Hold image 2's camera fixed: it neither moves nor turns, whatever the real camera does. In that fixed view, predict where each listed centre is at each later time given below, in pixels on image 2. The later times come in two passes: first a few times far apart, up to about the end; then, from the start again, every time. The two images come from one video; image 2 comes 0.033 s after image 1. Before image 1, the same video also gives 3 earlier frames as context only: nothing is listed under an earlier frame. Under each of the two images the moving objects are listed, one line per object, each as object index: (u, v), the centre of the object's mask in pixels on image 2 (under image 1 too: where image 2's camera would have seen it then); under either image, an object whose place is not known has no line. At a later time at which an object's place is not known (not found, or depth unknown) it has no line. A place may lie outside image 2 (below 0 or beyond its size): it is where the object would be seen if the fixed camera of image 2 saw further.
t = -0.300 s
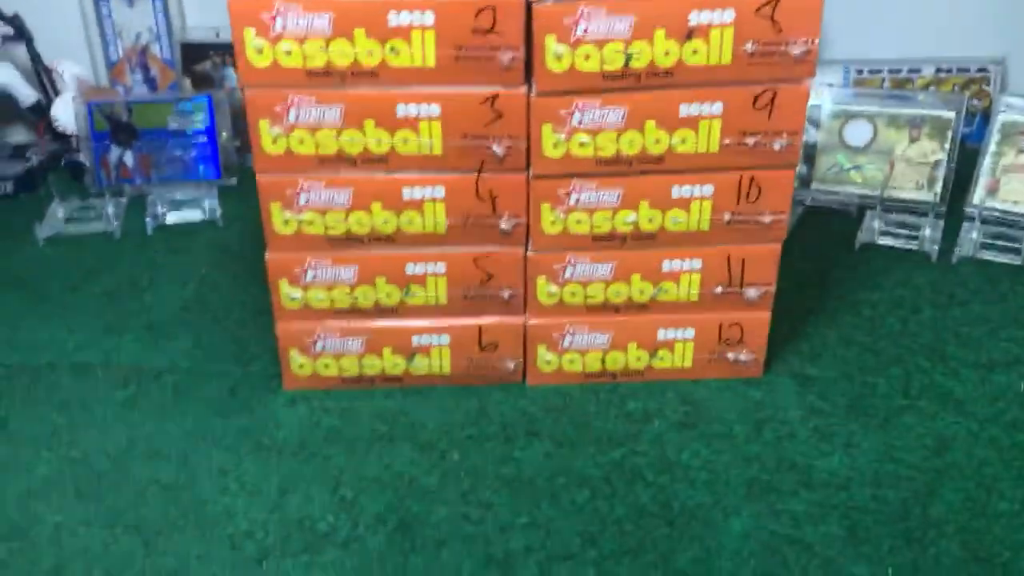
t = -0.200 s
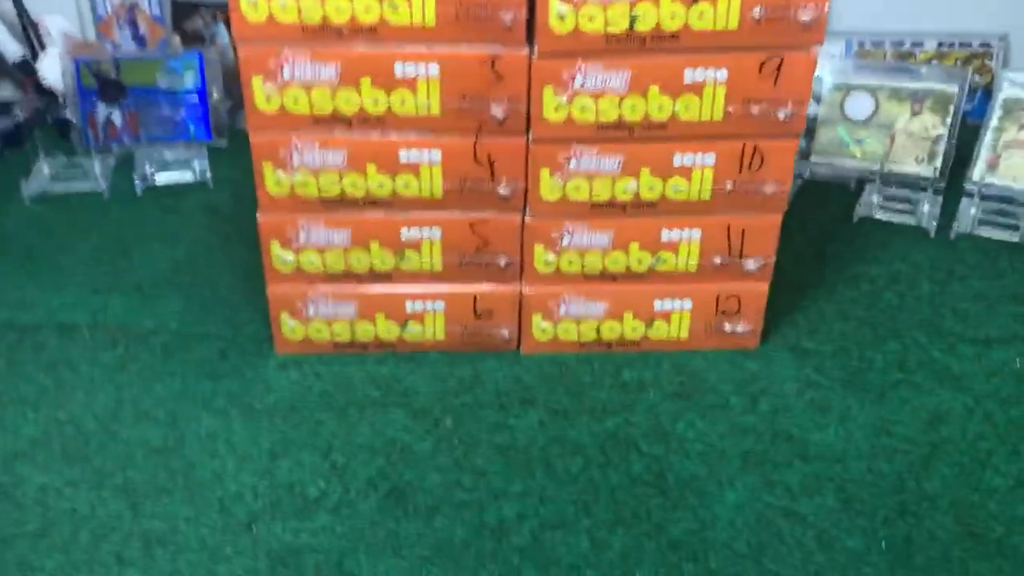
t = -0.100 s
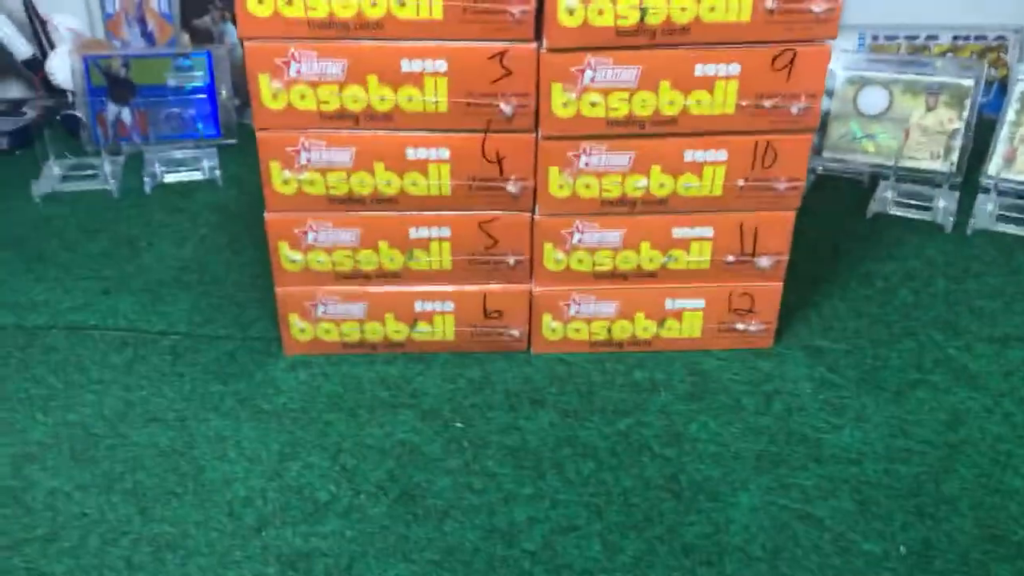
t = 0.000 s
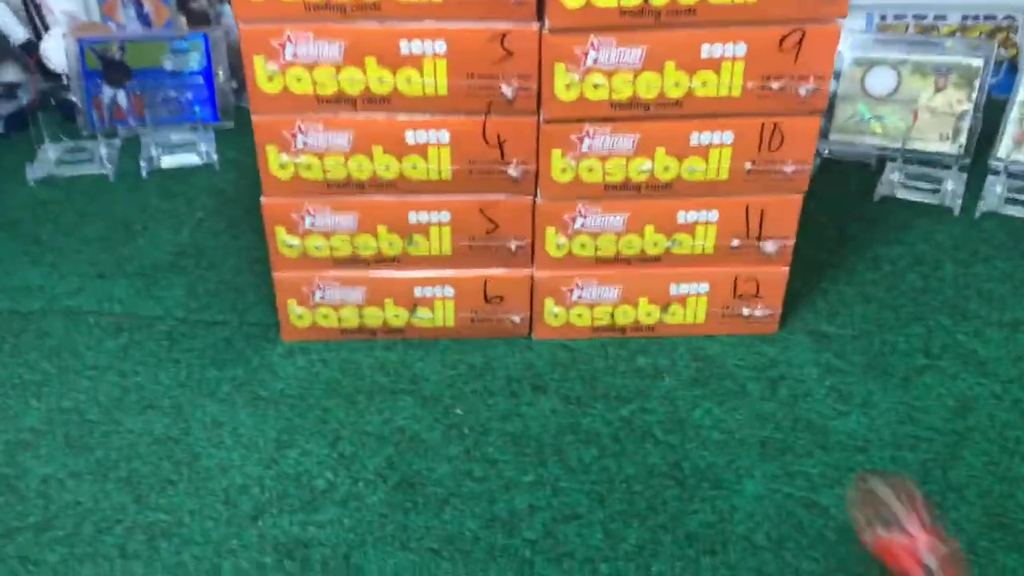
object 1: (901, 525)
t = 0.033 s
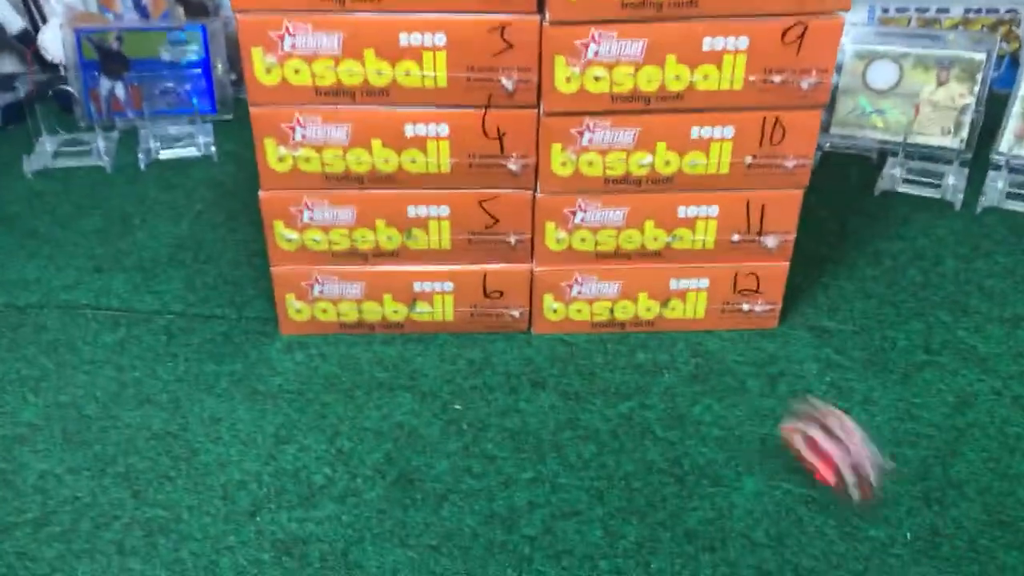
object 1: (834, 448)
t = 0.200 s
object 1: (723, 372)
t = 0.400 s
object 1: (772, 512)
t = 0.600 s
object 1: (767, 573)
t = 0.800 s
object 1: (766, 574)
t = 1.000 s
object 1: (766, 574)
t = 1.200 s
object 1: (766, 574)
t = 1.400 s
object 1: (765, 574)
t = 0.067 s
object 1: (768, 395)
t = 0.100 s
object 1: (722, 338)
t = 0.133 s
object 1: (706, 314)
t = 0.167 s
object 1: (712, 348)
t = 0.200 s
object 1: (723, 372)
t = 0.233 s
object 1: (737, 393)
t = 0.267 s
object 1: (747, 422)
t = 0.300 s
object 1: (752, 451)
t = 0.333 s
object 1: (756, 471)
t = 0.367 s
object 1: (765, 500)
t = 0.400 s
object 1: (772, 512)
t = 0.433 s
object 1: (770, 537)
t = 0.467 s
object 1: (765, 547)
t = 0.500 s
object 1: (752, 552)
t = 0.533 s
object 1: (749, 559)
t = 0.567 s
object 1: (755, 567)
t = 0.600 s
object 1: (767, 573)
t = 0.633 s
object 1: (770, 574)
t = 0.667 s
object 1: (766, 574)
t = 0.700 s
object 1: (766, 575)
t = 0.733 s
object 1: (766, 575)
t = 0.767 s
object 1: (766, 574)
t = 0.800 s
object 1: (766, 574)
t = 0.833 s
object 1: (766, 574)
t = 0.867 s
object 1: (766, 574)
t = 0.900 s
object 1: (766, 574)
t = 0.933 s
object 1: (766, 574)
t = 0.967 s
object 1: (766, 574)
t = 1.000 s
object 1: (766, 574)
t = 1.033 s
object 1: (766, 574)
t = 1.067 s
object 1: (766, 574)
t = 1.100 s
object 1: (766, 574)
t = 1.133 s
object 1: (766, 574)
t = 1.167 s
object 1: (766, 574)
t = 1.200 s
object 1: (766, 574)
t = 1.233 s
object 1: (765, 574)
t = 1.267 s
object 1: (765, 574)
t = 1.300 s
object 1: (765, 574)
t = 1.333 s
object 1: (765, 574)
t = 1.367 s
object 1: (765, 574)
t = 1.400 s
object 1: (765, 574)
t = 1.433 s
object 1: (765, 574)
